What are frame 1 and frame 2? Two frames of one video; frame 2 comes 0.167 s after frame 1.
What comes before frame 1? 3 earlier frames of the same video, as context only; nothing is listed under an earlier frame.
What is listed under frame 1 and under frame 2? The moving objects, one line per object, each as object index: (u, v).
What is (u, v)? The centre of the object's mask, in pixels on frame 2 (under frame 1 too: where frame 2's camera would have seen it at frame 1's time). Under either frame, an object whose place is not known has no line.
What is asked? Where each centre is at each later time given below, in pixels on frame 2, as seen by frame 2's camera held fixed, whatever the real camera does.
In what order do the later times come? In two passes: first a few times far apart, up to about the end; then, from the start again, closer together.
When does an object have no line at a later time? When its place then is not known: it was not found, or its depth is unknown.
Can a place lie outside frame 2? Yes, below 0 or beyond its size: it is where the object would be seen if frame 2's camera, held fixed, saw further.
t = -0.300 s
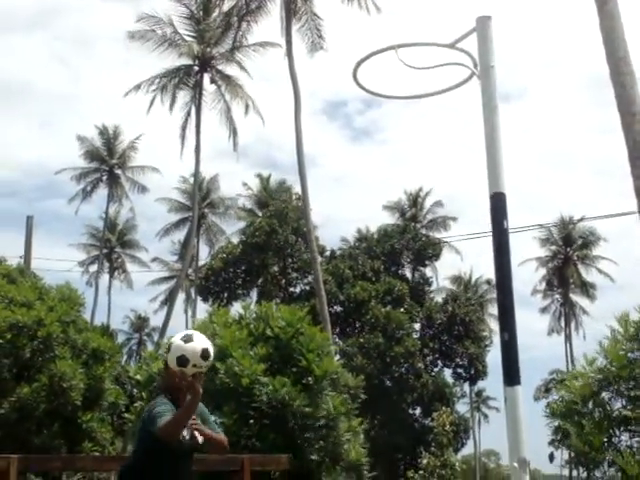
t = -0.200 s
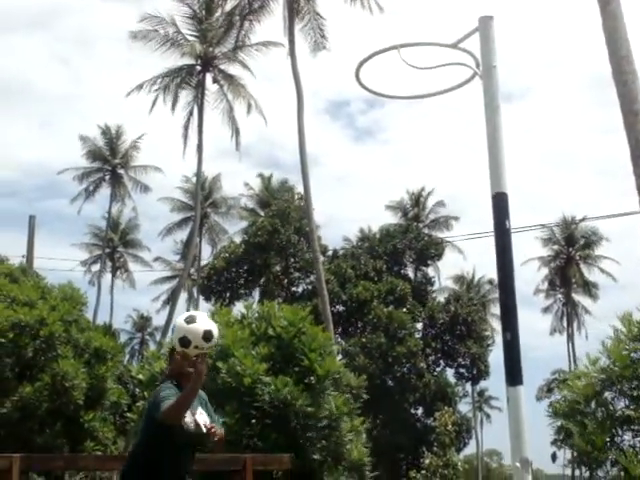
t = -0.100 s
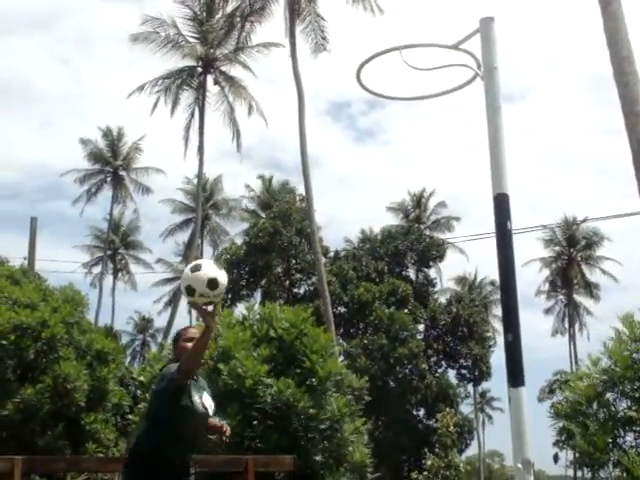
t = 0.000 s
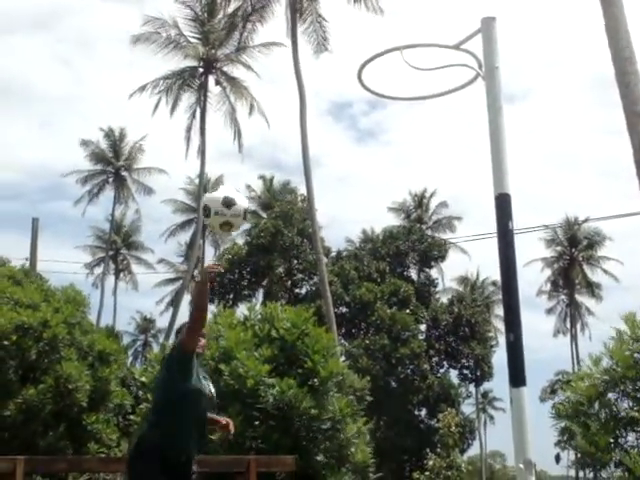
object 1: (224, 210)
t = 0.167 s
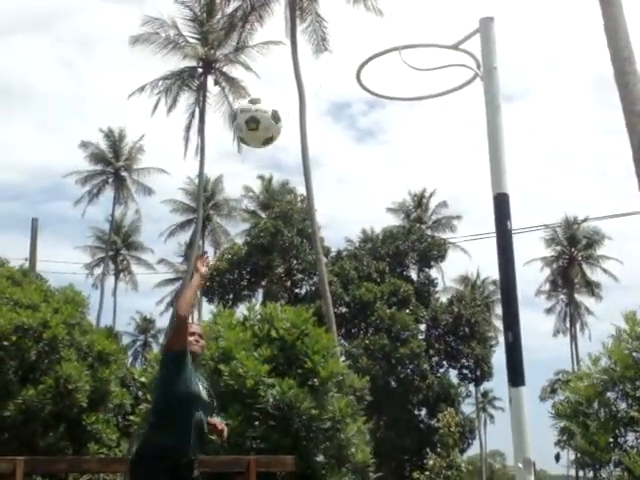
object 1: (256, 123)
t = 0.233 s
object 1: (270, 102)
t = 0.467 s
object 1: (325, 96)
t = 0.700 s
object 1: (397, 246)
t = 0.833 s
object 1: (451, 445)
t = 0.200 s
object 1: (263, 111)
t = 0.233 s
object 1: (270, 102)
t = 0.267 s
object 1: (278, 93)
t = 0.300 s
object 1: (285, 87)
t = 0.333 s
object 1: (293, 84)
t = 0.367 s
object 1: (301, 83)
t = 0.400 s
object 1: (308, 85)
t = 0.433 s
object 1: (317, 89)
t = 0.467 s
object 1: (325, 96)
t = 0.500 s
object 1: (334, 106)
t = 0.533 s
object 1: (343, 122)
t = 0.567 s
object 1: (353, 137)
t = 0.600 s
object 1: (363, 158)
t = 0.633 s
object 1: (372, 185)
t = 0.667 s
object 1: (384, 213)
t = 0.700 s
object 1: (397, 246)
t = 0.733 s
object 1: (409, 285)
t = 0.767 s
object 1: (422, 332)
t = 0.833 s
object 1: (451, 445)
